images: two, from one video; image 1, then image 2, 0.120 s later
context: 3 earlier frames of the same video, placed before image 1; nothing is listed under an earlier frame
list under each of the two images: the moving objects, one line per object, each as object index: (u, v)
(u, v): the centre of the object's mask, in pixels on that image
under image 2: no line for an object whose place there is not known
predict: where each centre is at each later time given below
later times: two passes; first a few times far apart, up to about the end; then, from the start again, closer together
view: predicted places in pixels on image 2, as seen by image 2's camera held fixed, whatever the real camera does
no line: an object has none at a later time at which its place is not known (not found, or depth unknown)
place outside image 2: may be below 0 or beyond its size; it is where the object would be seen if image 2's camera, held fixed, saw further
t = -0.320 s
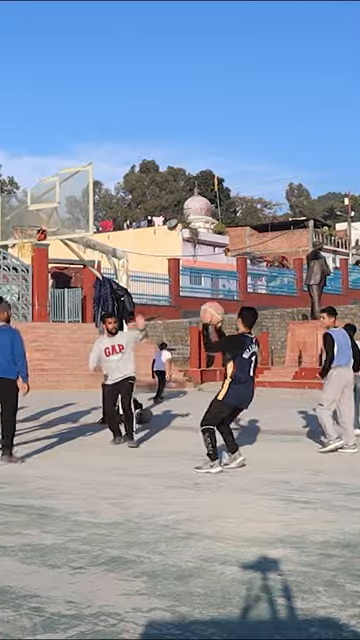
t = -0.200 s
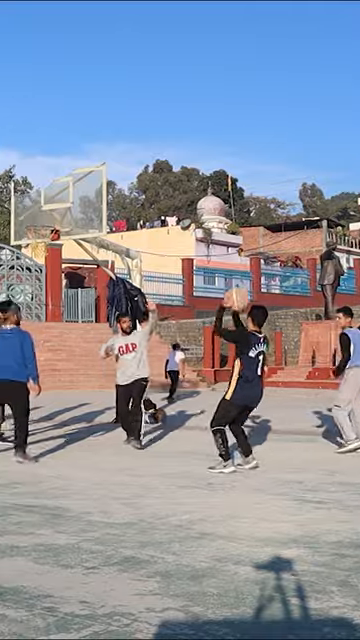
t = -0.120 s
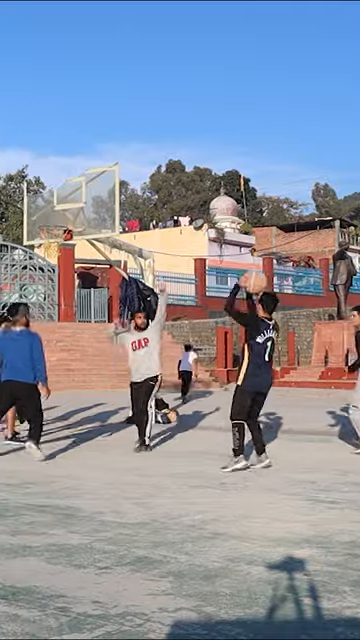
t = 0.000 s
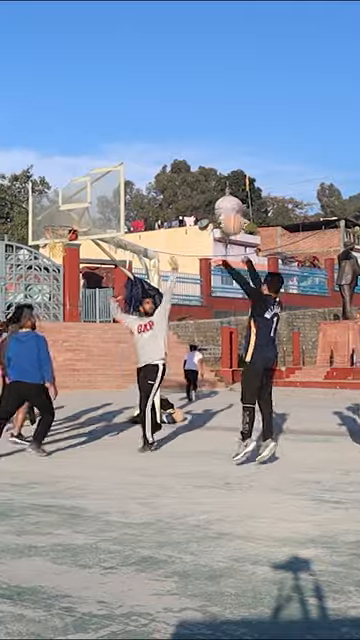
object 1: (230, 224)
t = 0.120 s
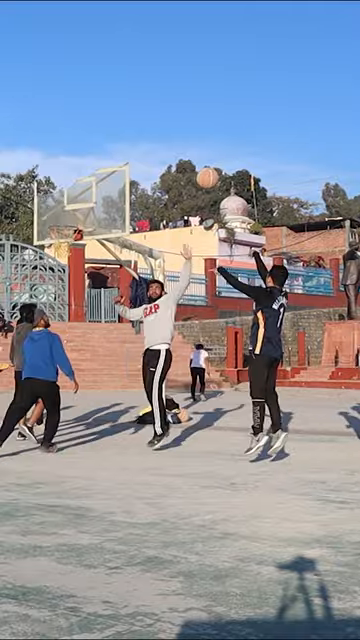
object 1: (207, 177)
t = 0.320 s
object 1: (164, 137)
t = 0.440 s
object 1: (142, 130)
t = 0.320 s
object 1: (164, 137)
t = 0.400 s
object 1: (149, 131)
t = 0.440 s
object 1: (142, 130)
